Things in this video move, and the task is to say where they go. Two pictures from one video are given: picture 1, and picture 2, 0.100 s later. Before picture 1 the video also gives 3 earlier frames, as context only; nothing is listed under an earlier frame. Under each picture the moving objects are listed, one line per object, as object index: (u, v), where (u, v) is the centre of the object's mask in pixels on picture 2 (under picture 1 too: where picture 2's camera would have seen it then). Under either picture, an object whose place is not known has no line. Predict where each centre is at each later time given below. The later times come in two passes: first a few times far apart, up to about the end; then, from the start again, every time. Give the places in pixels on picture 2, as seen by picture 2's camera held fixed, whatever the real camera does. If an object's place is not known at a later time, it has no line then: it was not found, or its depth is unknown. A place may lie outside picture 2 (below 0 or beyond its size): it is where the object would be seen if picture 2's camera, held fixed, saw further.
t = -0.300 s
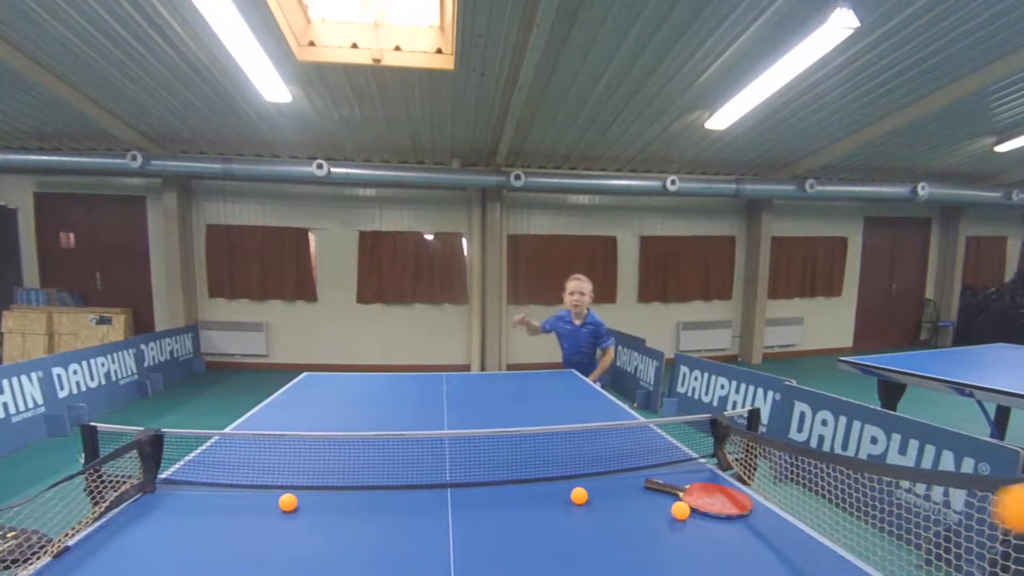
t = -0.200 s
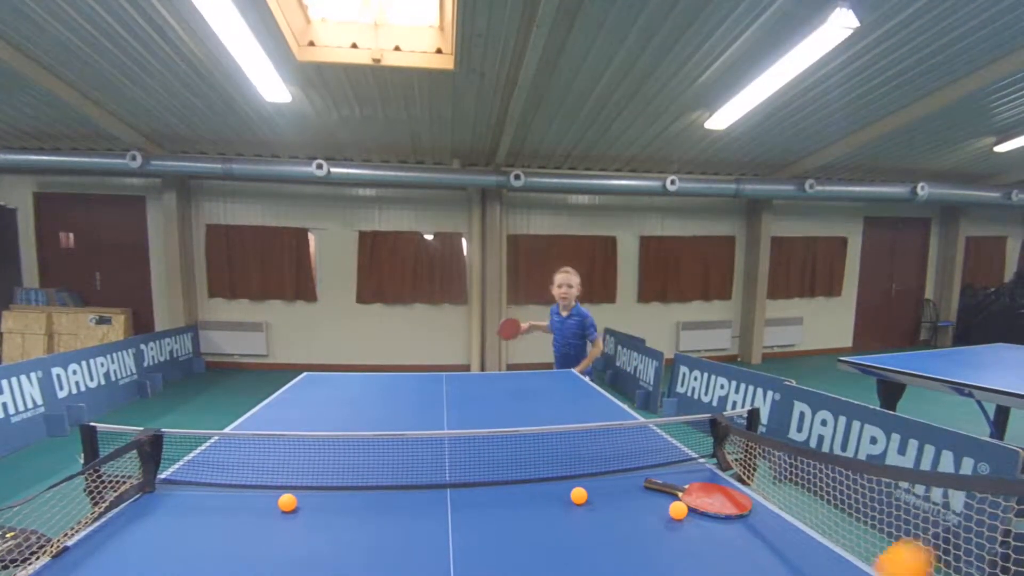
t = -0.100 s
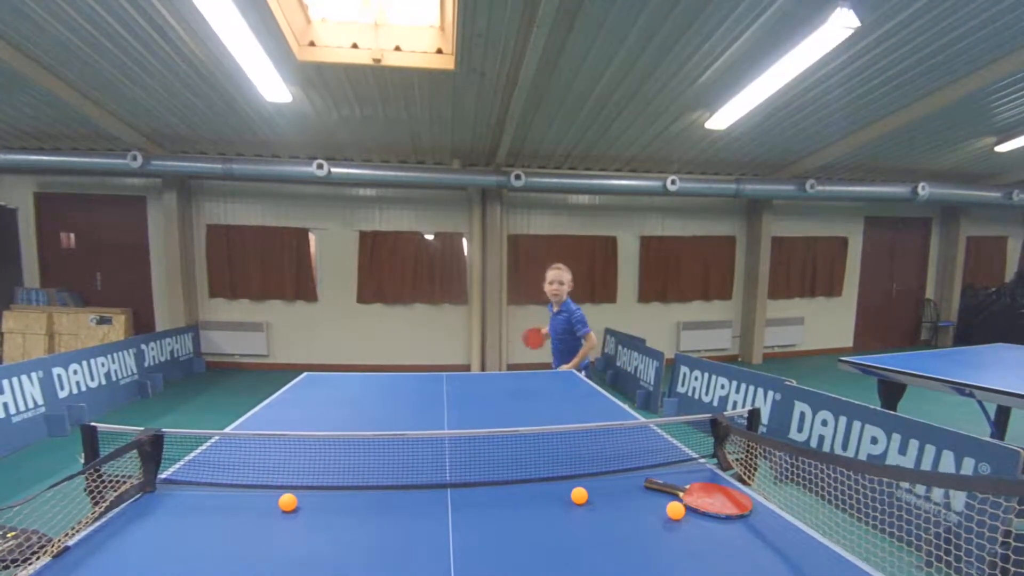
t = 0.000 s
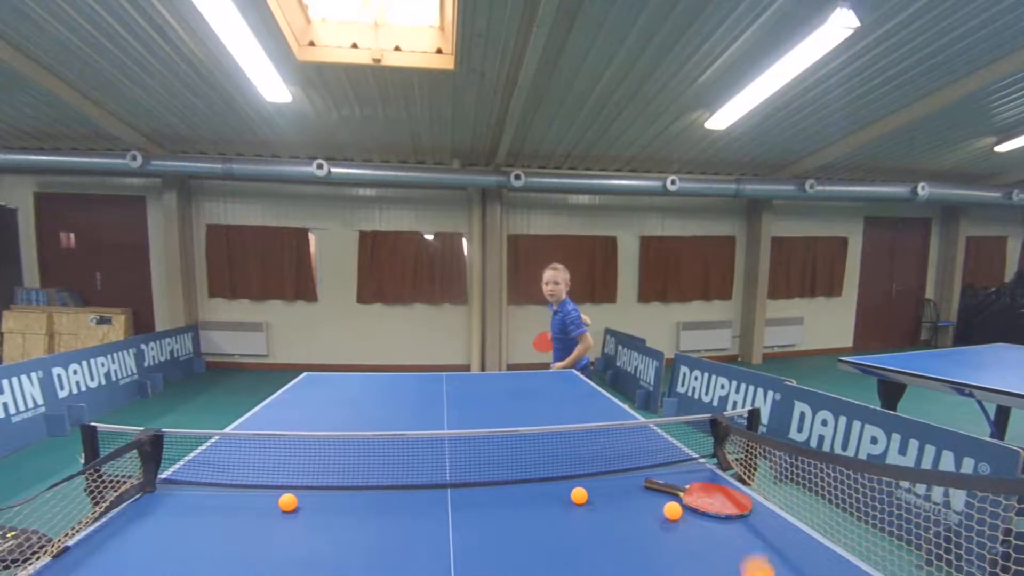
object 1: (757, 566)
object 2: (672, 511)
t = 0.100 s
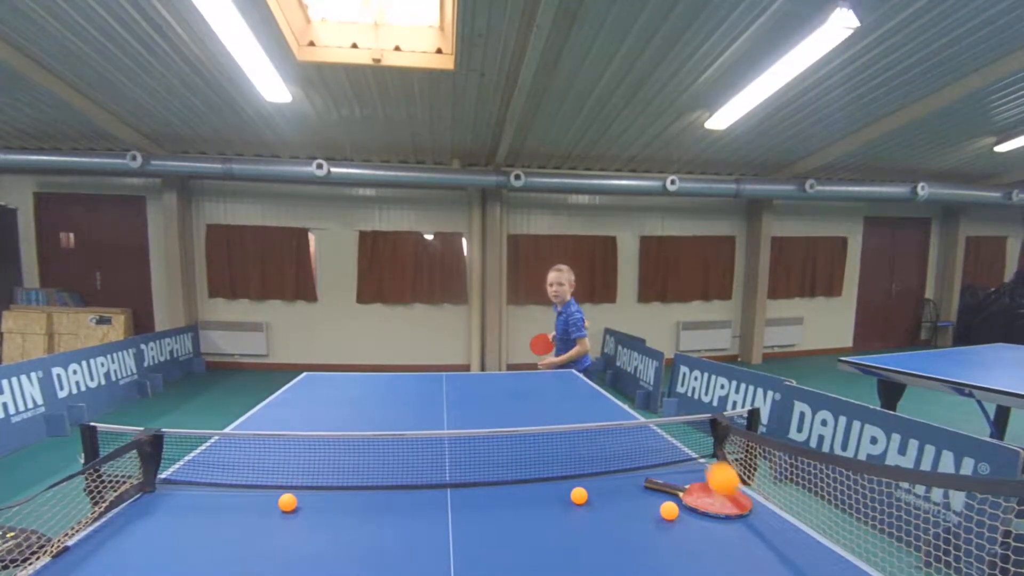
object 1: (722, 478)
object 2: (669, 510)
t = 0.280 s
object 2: (662, 511)
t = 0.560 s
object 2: (652, 510)
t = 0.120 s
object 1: (715, 468)
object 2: (669, 510)
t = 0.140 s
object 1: (707, 461)
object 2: (668, 510)
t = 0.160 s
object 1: (699, 456)
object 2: (667, 510)
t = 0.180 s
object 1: (692, 453)
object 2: (666, 511)
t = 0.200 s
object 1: (684, 453)
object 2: (666, 510)
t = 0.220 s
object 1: (677, 456)
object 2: (665, 511)
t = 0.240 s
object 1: (669, 461)
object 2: (664, 511)
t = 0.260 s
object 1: (662, 468)
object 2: (663, 510)
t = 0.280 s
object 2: (662, 511)
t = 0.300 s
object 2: (661, 511)
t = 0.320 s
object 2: (661, 510)
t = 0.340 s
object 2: (659, 511)
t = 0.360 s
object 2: (659, 510)
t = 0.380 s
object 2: (658, 511)
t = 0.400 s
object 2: (658, 510)
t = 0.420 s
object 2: (657, 510)
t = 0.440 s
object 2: (656, 510)
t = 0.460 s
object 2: (655, 510)
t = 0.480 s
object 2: (654, 510)
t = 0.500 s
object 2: (654, 510)
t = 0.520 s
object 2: (653, 510)
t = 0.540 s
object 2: (652, 510)
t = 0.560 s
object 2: (652, 510)
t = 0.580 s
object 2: (651, 510)
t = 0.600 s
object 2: (650, 510)
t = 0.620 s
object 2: (649, 509)
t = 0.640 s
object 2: (649, 509)
